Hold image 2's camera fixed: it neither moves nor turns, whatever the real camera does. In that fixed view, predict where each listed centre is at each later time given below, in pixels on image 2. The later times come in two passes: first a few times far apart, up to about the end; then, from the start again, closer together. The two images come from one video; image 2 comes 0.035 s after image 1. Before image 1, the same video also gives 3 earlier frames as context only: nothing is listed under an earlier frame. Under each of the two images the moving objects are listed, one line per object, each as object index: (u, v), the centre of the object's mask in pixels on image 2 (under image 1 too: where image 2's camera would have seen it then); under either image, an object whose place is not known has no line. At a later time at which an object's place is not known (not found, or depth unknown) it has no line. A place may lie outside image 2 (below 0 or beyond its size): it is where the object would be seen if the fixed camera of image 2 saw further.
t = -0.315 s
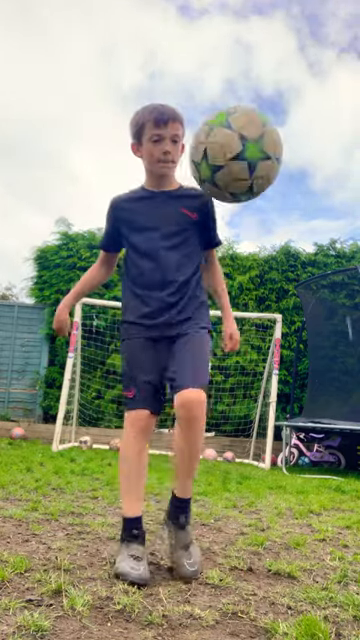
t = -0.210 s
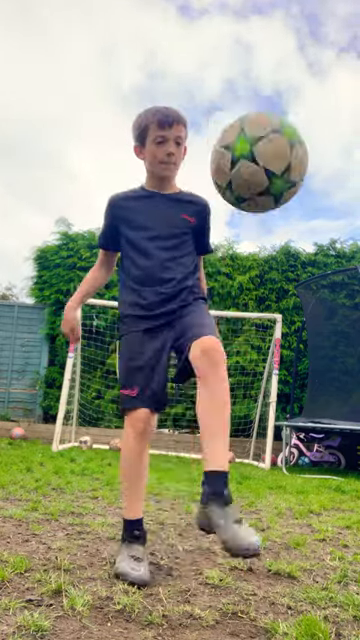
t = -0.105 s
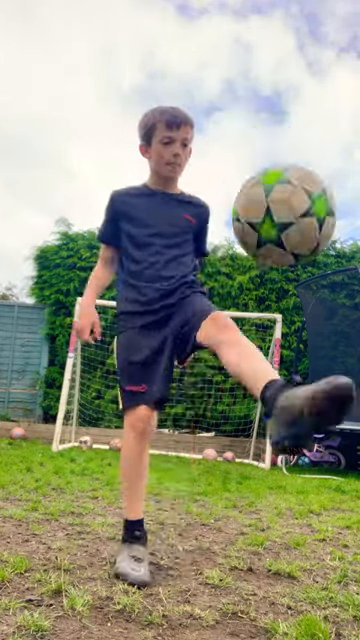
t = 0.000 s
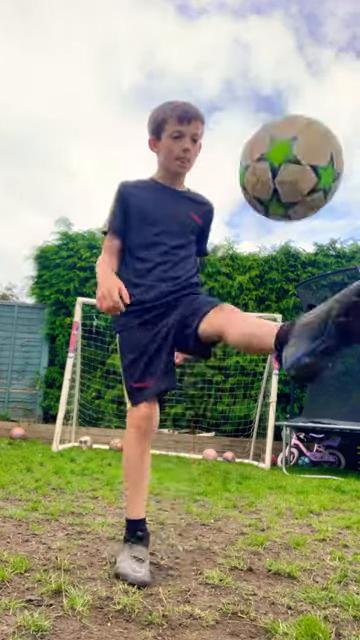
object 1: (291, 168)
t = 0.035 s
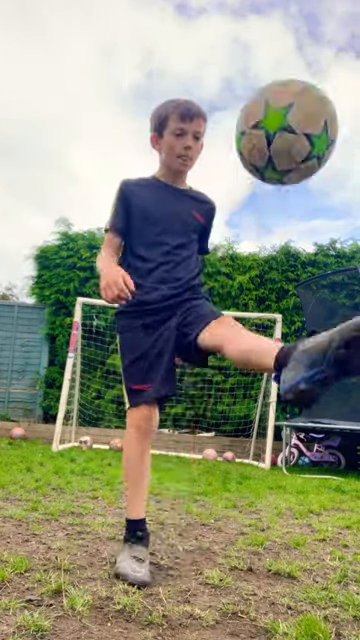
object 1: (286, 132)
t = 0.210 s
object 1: (263, 38)
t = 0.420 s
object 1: (240, 57)
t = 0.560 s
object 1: (220, 172)
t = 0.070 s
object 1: (281, 101)
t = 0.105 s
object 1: (277, 77)
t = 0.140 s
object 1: (272, 56)
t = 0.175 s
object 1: (268, 44)
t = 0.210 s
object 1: (263, 38)
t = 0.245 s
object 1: (259, 34)
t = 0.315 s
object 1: (251, 34)
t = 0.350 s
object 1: (247, 38)
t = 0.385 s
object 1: (243, 45)
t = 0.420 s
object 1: (240, 57)
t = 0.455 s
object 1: (235, 78)
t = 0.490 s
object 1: (230, 104)
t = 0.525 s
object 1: (226, 135)
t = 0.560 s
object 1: (220, 172)
